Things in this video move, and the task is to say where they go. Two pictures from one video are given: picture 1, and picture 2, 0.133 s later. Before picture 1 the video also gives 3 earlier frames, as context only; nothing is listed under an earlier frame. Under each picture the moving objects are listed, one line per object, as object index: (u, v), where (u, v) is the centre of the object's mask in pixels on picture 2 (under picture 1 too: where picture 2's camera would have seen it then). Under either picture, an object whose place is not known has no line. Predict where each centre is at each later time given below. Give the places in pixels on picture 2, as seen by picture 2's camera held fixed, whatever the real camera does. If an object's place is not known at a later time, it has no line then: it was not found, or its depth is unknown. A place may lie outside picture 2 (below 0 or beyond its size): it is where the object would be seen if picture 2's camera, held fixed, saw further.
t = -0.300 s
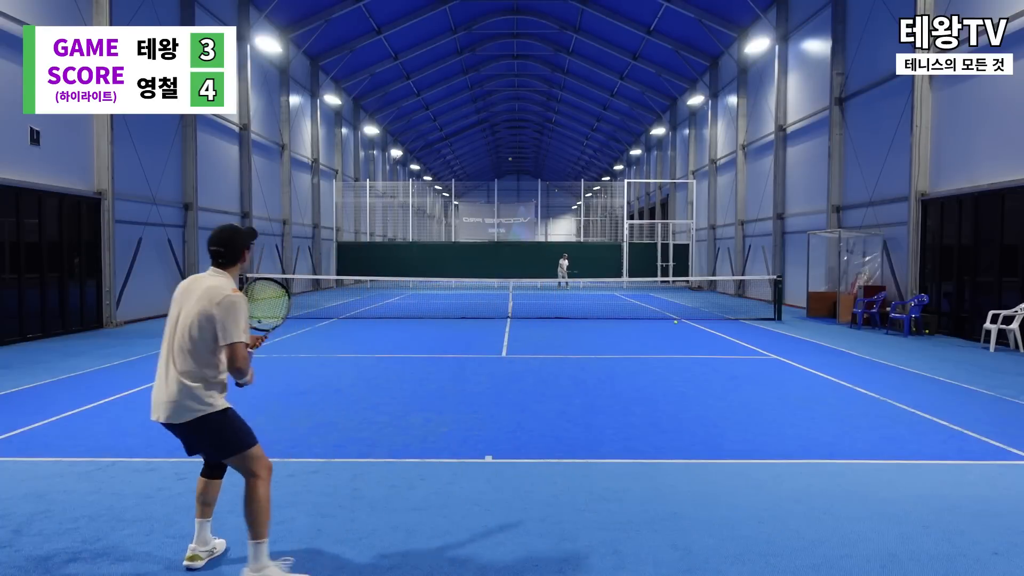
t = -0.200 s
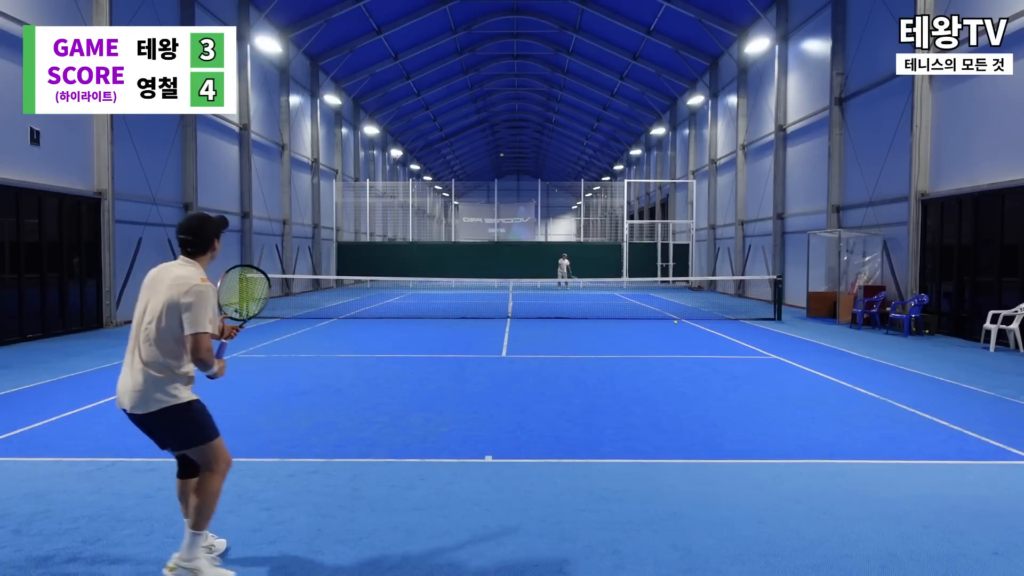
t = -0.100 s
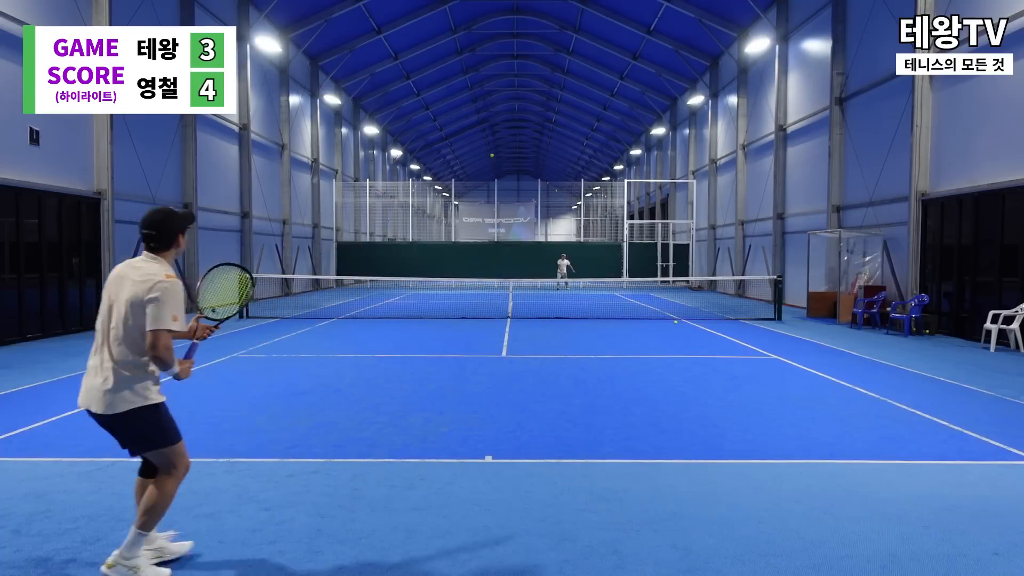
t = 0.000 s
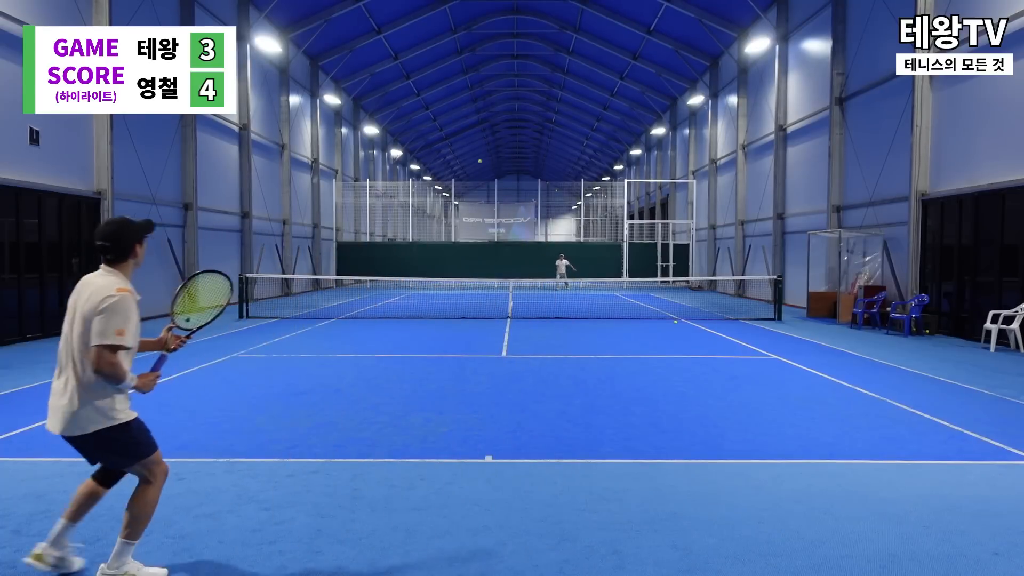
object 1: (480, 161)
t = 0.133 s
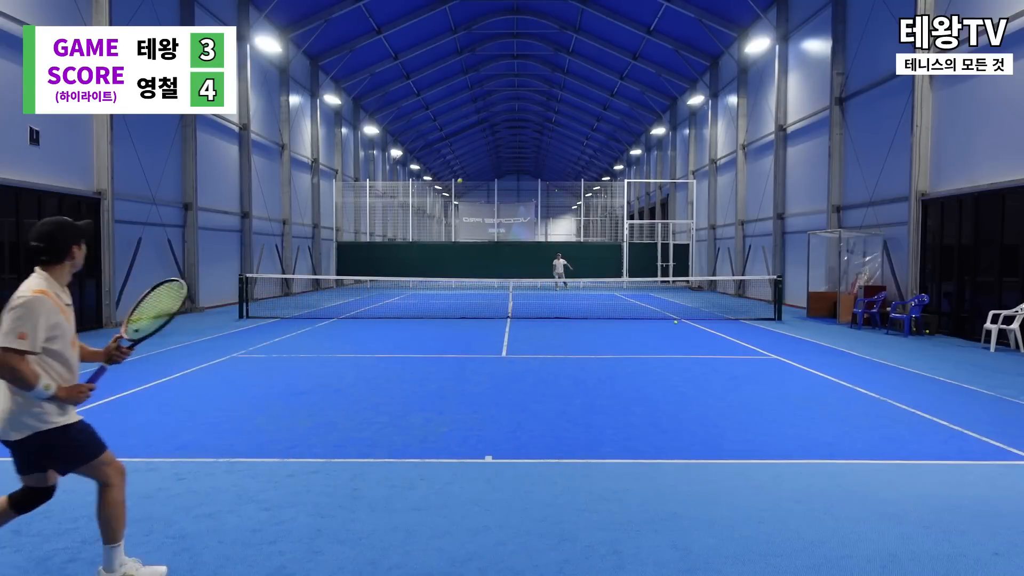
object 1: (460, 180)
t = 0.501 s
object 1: (360, 362)
